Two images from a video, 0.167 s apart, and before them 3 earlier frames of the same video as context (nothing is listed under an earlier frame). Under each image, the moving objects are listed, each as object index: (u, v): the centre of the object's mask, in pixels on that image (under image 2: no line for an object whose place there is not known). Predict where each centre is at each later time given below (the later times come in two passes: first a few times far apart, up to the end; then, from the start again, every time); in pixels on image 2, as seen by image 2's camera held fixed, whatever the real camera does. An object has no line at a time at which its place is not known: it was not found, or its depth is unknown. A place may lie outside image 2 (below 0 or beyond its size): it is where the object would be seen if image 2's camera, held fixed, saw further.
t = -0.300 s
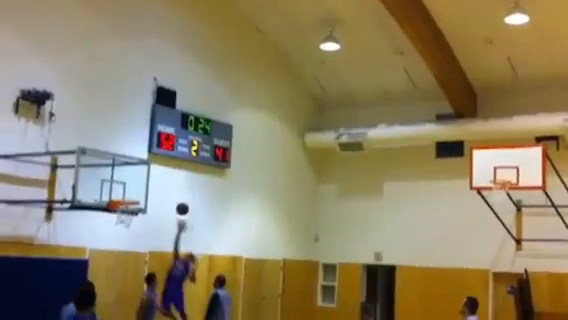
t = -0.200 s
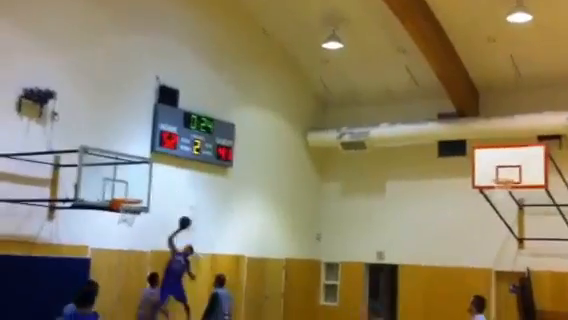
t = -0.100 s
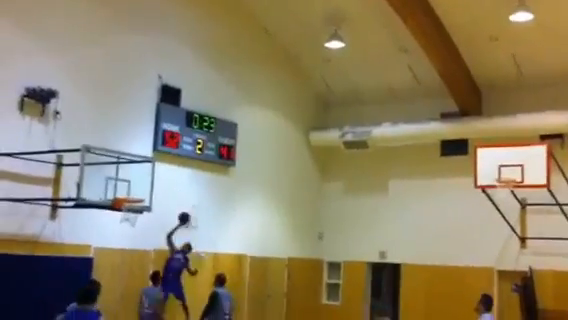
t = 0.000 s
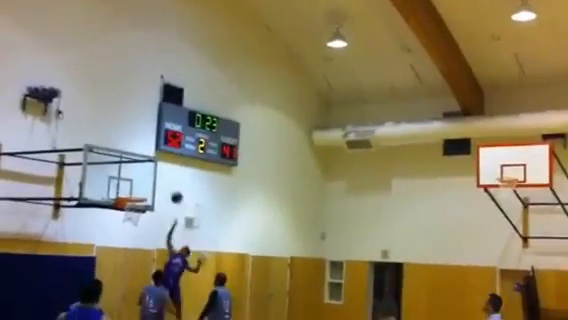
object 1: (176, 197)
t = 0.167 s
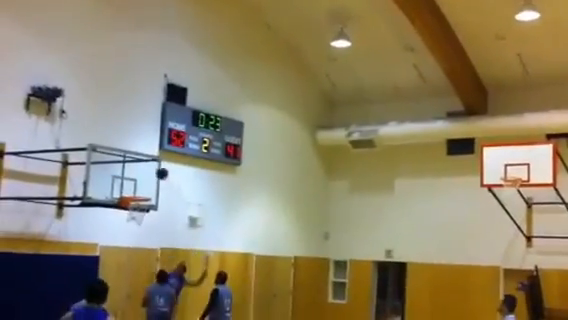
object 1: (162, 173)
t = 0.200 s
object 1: (158, 170)
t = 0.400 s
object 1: (150, 168)
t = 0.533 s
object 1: (146, 179)
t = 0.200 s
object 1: (158, 170)
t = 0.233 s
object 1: (154, 168)
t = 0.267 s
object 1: (153, 166)
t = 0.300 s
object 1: (152, 166)
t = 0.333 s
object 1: (151, 166)
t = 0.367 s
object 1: (150, 167)
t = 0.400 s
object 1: (150, 168)
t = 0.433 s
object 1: (149, 169)
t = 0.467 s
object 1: (148, 172)
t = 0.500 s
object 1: (147, 175)
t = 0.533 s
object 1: (146, 179)
